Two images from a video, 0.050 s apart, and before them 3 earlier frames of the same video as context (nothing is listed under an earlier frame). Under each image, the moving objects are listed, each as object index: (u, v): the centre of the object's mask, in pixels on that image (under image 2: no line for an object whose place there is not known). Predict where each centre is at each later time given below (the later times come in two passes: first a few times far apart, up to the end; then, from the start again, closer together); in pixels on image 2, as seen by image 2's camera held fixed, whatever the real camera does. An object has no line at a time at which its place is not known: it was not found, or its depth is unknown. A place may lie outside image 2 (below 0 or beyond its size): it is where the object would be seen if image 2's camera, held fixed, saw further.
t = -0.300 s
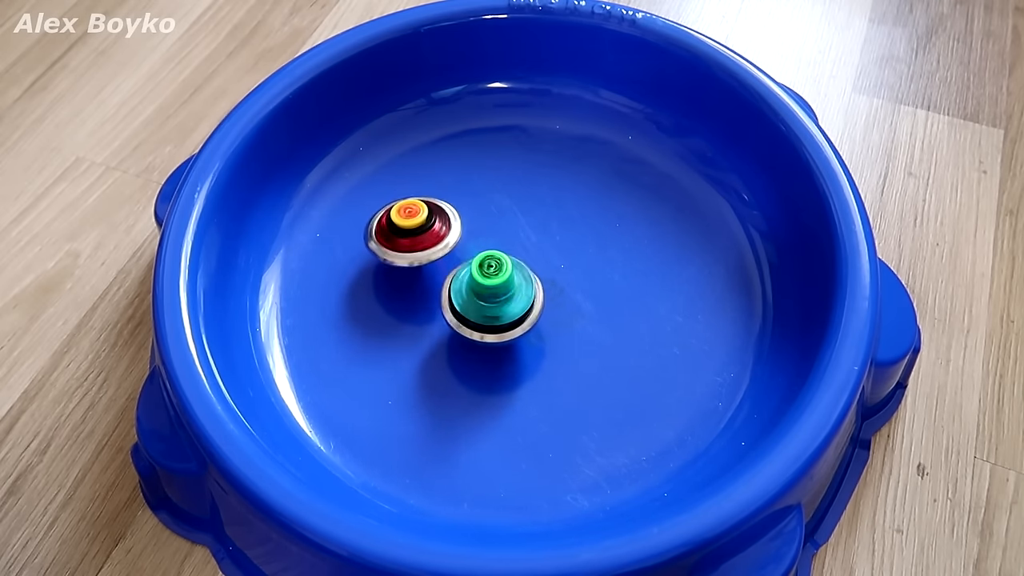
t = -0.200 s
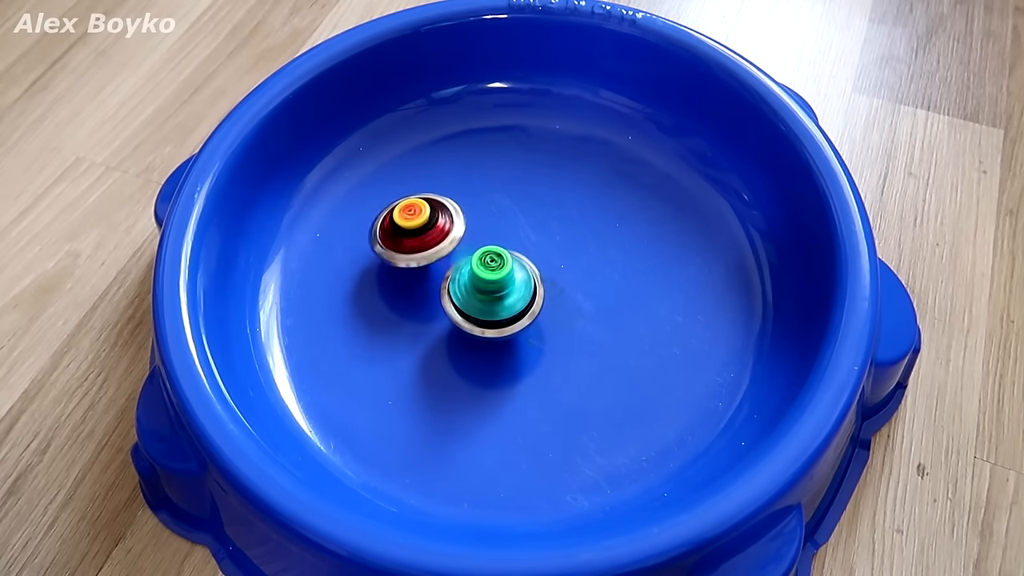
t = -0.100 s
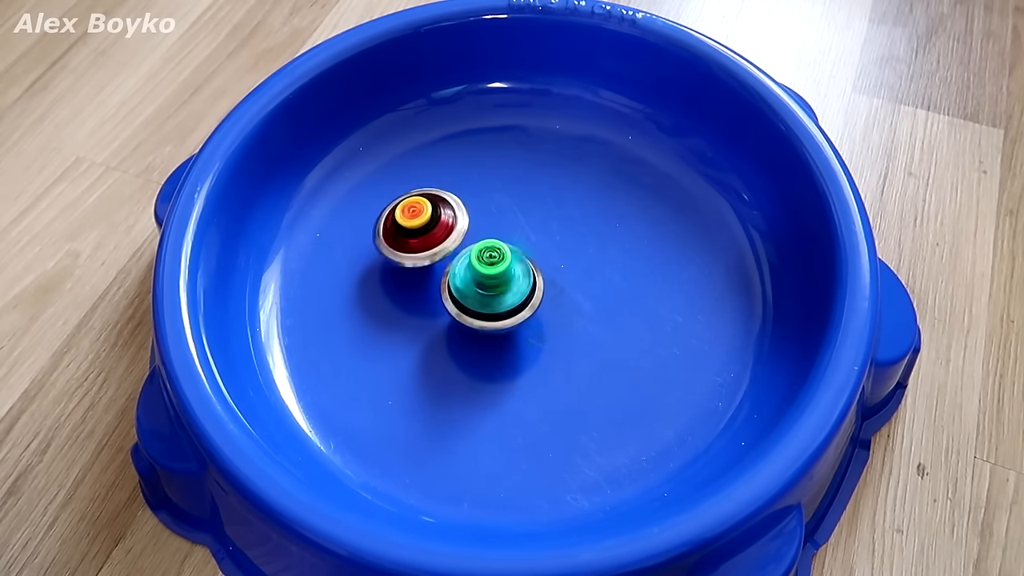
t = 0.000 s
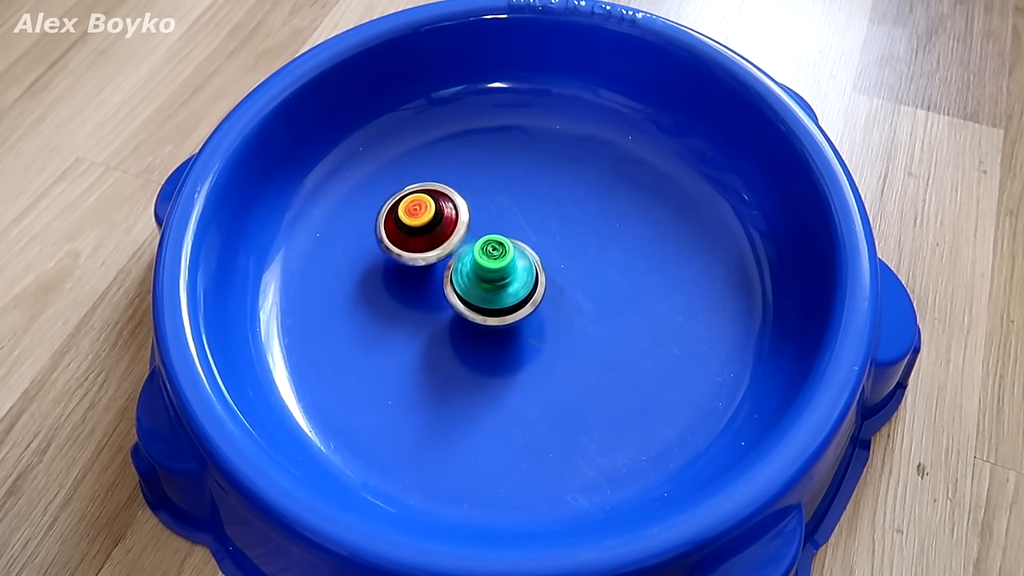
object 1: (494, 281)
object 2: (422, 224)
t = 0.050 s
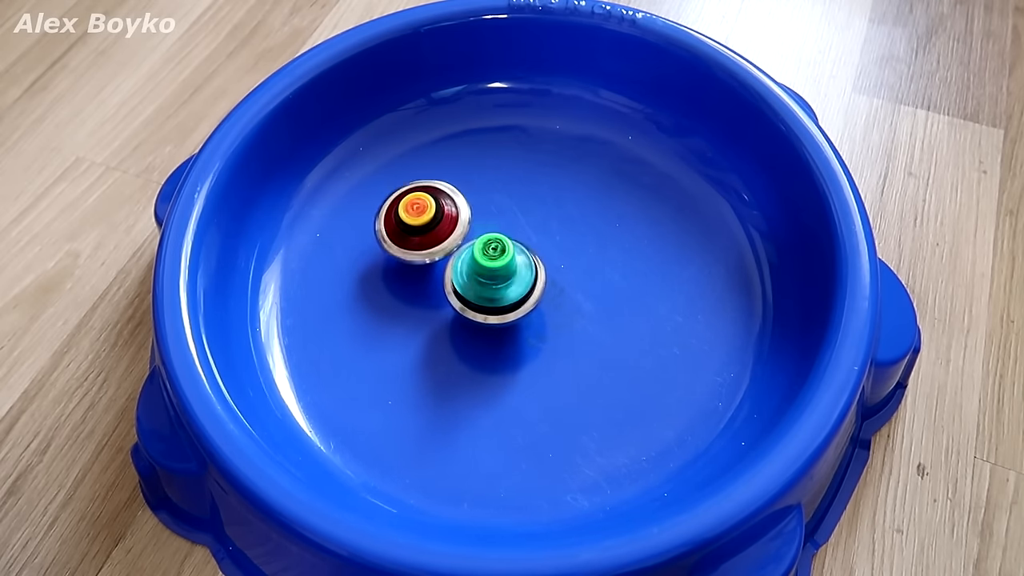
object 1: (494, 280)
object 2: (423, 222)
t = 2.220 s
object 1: (455, 319)
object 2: (475, 213)
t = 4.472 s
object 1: (483, 295)
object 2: (543, 217)
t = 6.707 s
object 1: (487, 294)
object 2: (598, 258)
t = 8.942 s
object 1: (473, 277)
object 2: (610, 321)
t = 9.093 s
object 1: (485, 276)
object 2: (603, 326)
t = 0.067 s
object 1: (494, 278)
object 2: (422, 221)
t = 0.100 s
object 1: (494, 278)
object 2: (421, 220)
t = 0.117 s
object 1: (495, 276)
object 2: (421, 220)
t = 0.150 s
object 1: (495, 275)
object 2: (420, 219)
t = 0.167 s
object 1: (495, 276)
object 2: (420, 219)
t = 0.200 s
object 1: (495, 275)
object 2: (419, 219)
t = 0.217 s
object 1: (496, 276)
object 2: (418, 219)
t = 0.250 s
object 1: (495, 276)
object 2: (418, 219)
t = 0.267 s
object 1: (495, 277)
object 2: (417, 220)
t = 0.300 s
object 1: (495, 277)
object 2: (417, 220)
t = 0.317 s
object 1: (494, 277)
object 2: (418, 221)
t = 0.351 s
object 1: (493, 279)
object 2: (418, 222)
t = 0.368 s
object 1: (493, 279)
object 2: (418, 222)
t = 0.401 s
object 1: (492, 281)
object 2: (419, 223)
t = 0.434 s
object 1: (491, 283)
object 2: (420, 224)
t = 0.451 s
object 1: (491, 283)
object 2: (421, 225)
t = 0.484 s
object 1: (490, 285)
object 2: (423, 225)
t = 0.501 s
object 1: (491, 287)
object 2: (422, 224)
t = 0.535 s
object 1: (490, 288)
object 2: (421, 225)
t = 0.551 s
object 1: (490, 290)
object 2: (424, 227)
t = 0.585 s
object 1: (490, 292)
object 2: (426, 226)
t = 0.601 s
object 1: (489, 294)
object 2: (427, 226)
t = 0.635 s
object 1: (488, 296)
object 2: (429, 226)
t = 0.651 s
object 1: (487, 295)
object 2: (429, 226)
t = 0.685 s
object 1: (486, 299)
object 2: (432, 225)
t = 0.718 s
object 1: (485, 300)
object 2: (433, 225)
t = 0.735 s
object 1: (483, 300)
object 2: (435, 225)
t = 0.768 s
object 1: (481, 304)
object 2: (436, 224)
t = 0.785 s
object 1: (481, 303)
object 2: (437, 224)
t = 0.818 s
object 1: (478, 303)
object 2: (439, 223)
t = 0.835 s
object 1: (478, 305)
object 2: (440, 222)
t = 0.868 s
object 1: (475, 305)
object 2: (441, 221)
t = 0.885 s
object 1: (475, 305)
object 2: (442, 221)
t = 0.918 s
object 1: (472, 306)
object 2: (443, 220)
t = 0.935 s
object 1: (472, 307)
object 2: (443, 219)
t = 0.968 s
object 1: (469, 305)
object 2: (444, 218)
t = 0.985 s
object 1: (468, 306)
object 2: (444, 217)
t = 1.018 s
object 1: (467, 306)
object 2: (445, 216)
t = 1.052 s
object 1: (465, 303)
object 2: (445, 215)
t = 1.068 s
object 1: (464, 304)
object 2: (445, 214)
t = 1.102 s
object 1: (464, 303)
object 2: (445, 214)
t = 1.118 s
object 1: (463, 301)
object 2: (445, 213)
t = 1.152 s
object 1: (462, 301)
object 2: (445, 213)
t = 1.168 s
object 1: (463, 299)
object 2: (445, 213)
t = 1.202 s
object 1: (462, 297)
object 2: (445, 213)
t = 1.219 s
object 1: (463, 296)
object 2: (445, 213)
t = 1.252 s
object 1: (464, 295)
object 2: (445, 213)
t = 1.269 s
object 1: (464, 296)
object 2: (446, 214)
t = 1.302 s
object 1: (465, 295)
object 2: (446, 213)
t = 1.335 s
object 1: (466, 294)
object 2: (445, 214)
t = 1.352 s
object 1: (468, 296)
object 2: (446, 214)
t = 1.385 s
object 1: (469, 295)
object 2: (446, 214)
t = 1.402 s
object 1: (471, 296)
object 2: (446, 215)
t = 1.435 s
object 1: (473, 296)
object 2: (447, 216)
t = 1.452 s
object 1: (474, 296)
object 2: (448, 216)
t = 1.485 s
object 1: (477, 302)
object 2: (447, 211)
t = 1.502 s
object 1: (477, 302)
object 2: (446, 211)
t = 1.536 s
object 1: (479, 304)
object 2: (447, 212)
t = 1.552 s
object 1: (481, 306)
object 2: (448, 212)
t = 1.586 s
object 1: (482, 310)
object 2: (449, 211)
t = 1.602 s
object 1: (482, 312)
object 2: (449, 211)
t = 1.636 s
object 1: (482, 314)
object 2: (450, 211)
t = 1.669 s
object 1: (483, 318)
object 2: (451, 211)
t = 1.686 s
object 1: (483, 320)
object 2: (450, 211)
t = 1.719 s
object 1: (481, 323)
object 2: (451, 211)
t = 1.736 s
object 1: (480, 323)
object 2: (452, 212)
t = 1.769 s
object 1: (479, 327)
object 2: (452, 212)
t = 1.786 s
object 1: (477, 329)
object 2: (453, 211)
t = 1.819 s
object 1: (475, 329)
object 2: (455, 212)
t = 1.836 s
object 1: (474, 331)
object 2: (455, 212)
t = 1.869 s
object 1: (471, 333)
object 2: (457, 212)
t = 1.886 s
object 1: (470, 333)
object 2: (458, 212)
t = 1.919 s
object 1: (467, 334)
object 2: (459, 212)
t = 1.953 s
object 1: (465, 334)
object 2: (461, 213)
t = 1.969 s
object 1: (463, 333)
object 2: (461, 212)
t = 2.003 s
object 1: (460, 333)
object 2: (464, 212)
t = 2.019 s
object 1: (461, 332)
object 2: (464, 213)
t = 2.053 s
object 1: (458, 331)
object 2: (466, 213)
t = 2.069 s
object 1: (458, 330)
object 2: (468, 213)
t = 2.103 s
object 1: (456, 328)
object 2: (469, 213)
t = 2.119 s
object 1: (457, 327)
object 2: (470, 213)
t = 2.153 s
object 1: (455, 324)
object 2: (471, 213)
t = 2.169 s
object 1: (454, 323)
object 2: (472, 213)
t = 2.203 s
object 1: (457, 320)
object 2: (474, 212)
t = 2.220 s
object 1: (455, 319)
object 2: (475, 213)
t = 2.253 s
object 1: (457, 316)
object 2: (477, 213)
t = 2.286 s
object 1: (458, 313)
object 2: (478, 212)
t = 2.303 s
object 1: (459, 312)
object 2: (480, 212)
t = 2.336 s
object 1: (463, 310)
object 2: (481, 212)
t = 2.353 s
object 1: (463, 308)
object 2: (482, 212)
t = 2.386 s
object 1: (467, 307)
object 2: (483, 211)
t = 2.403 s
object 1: (469, 305)
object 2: (484, 211)
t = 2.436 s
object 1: (472, 304)
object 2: (485, 211)
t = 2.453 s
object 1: (474, 303)
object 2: (485, 211)
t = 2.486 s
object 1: (478, 301)
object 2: (486, 211)
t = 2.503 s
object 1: (480, 302)
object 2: (487, 211)
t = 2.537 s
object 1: (485, 301)
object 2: (487, 211)
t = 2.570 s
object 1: (489, 301)
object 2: (488, 210)
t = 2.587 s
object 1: (491, 301)
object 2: (489, 211)
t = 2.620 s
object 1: (496, 302)
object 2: (489, 211)
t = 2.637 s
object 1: (497, 303)
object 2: (490, 211)
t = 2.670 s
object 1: (501, 304)
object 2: (491, 211)
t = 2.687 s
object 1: (503, 304)
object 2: (491, 211)
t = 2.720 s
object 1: (506, 306)
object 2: (492, 211)
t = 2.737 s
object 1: (508, 307)
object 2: (492, 211)
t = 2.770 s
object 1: (511, 309)
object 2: (494, 211)
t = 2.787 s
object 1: (512, 310)
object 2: (494, 211)
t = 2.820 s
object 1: (514, 312)
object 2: (494, 211)
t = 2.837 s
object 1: (515, 314)
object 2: (496, 212)
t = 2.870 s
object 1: (515, 317)
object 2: (497, 213)
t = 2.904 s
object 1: (517, 319)
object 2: (498, 212)
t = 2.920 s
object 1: (517, 319)
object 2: (499, 213)
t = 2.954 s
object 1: (518, 322)
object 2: (500, 213)
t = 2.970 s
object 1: (517, 322)
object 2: (502, 213)
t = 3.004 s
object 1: (515, 324)
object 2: (503, 213)
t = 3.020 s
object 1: (515, 324)
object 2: (503, 213)
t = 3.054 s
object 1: (513, 325)
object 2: (505, 214)
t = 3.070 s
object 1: (513, 325)
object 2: (507, 214)
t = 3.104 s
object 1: (511, 324)
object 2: (508, 214)
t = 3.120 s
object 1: (511, 325)
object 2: (509, 213)
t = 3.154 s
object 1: (508, 324)
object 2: (511, 214)
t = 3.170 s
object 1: (508, 324)
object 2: (512, 214)
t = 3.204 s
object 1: (503, 323)
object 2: (514, 214)
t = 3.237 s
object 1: (501, 320)
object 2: (516, 214)
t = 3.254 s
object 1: (501, 320)
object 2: (517, 214)
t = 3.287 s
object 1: (497, 317)
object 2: (518, 214)
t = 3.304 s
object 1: (498, 317)
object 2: (519, 213)
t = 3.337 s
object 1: (496, 313)
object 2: (521, 213)
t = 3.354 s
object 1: (494, 312)
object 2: (521, 214)
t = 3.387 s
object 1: (494, 309)
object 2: (522, 213)
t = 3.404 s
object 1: (492, 308)
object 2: (523, 214)
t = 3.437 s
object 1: (492, 305)
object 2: (524, 214)
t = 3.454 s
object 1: (492, 302)
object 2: (524, 214)
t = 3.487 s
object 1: (491, 300)
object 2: (526, 214)
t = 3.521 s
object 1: (493, 296)
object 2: (527, 214)
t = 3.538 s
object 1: (492, 294)
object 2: (527, 214)
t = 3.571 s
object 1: (493, 295)
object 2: (527, 210)
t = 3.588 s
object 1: (492, 294)
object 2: (527, 209)
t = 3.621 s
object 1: (494, 293)
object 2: (525, 208)
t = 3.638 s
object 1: (496, 293)
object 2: (525, 208)
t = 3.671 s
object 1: (496, 293)
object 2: (526, 208)
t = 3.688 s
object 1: (498, 293)
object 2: (526, 207)
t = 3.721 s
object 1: (498, 294)
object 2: (525, 207)
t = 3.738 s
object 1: (499, 294)
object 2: (525, 207)
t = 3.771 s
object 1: (499, 293)
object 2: (525, 207)
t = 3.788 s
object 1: (500, 296)
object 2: (524, 208)
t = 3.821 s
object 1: (501, 296)
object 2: (524, 209)
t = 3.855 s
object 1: (501, 295)
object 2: (524, 209)
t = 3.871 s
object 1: (501, 297)
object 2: (524, 211)
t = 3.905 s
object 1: (501, 296)
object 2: (524, 212)
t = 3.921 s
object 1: (500, 297)
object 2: (525, 213)
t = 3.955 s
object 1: (501, 299)
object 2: (525, 214)
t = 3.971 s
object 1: (500, 298)
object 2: (526, 214)
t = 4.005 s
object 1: (499, 299)
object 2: (527, 215)
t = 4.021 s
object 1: (499, 298)
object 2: (527, 215)
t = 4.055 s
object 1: (498, 299)
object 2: (529, 216)
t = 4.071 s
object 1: (498, 299)
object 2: (528, 217)
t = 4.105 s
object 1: (496, 299)
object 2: (530, 217)
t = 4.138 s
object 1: (495, 300)
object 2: (532, 218)
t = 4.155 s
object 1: (495, 300)
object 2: (531, 218)
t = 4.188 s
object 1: (493, 300)
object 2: (533, 218)
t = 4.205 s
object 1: (492, 300)
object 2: (533, 219)
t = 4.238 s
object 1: (491, 299)
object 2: (534, 219)
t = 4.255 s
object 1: (490, 300)
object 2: (535, 219)
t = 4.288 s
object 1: (489, 299)
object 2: (537, 219)
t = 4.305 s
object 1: (489, 300)
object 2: (538, 219)
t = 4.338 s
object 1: (487, 298)
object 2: (539, 219)
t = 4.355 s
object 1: (488, 299)
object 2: (539, 219)
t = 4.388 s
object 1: (485, 298)
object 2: (541, 219)
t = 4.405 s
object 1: (484, 297)
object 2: (541, 218)
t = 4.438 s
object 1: (484, 296)
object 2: (542, 218)
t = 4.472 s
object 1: (483, 295)
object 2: (543, 217)
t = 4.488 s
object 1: (483, 295)
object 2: (543, 217)
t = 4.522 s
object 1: (482, 293)
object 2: (543, 216)
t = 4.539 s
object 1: (481, 292)
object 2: (543, 216)
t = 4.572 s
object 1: (482, 292)
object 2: (543, 216)
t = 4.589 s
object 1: (481, 290)
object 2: (542, 216)
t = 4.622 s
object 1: (480, 290)
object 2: (542, 216)
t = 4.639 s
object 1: (480, 288)
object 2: (542, 217)
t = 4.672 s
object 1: (479, 287)
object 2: (541, 218)
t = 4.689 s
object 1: (479, 287)
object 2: (541, 218)
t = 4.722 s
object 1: (479, 286)
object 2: (541, 218)
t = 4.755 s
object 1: (477, 288)
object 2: (545, 213)
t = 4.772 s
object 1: (475, 286)
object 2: (546, 211)
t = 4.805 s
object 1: (475, 289)
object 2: (545, 211)
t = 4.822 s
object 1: (473, 290)
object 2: (546, 212)
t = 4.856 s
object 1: (471, 289)
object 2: (547, 213)
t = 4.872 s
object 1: (471, 291)
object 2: (547, 213)
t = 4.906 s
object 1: (468, 292)
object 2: (547, 213)
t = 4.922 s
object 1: (468, 292)
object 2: (548, 214)
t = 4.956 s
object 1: (466, 293)
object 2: (549, 214)
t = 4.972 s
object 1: (466, 294)
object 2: (549, 214)
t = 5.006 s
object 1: (464, 294)
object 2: (549, 216)
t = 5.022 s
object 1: (463, 295)
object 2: (549, 215)
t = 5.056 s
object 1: (462, 295)
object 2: (551, 216)
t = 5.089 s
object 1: (460, 295)
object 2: (552, 218)
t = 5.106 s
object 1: (461, 296)
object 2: (552, 218)
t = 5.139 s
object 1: (459, 296)
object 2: (554, 219)
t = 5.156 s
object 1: (459, 297)
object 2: (553, 219)
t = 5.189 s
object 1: (459, 297)
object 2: (555, 221)
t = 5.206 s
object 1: (458, 297)
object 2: (555, 222)
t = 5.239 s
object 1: (459, 297)
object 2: (556, 222)
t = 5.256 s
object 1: (458, 297)
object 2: (557, 223)
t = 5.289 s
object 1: (459, 298)
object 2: (558, 224)
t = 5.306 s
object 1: (459, 297)
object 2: (560, 225)
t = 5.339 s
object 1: (459, 299)
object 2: (561, 225)
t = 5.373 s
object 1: (462, 299)
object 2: (562, 226)
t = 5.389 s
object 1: (461, 299)
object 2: (563, 226)
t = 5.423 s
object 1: (464, 300)
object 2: (565, 228)
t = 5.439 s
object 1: (464, 299)
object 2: (566, 228)
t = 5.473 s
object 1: (465, 301)
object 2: (567, 228)
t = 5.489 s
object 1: (466, 300)
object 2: (568, 229)
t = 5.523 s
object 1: (467, 302)
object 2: (569, 229)
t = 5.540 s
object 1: (469, 302)
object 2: (570, 229)
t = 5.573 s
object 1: (471, 302)
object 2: (571, 230)
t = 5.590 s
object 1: (472, 303)
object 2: (571, 230)
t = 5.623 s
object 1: (474, 304)
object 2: (572, 231)
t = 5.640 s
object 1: (476, 305)
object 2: (572, 232)
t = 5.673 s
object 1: (477, 305)
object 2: (573, 232)
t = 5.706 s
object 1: (480, 306)
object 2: (574, 233)
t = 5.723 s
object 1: (480, 307)
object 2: (573, 233)
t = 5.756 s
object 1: (482, 308)
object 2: (575, 233)
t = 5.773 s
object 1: (483, 309)
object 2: (575, 234)
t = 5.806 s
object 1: (485, 310)
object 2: (575, 234)
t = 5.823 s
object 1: (486, 311)
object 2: (575, 236)
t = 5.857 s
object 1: (487, 311)
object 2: (575, 237)
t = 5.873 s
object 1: (488, 312)
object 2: (576, 237)
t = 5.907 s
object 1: (489, 313)
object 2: (576, 239)
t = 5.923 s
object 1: (490, 314)
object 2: (576, 239)
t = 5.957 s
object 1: (491, 315)
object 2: (577, 241)
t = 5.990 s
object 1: (491, 314)
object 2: (577, 242)
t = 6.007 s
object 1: (493, 315)
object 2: (578, 243)
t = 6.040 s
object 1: (493, 315)
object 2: (579, 245)
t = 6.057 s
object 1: (494, 316)
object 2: (578, 244)
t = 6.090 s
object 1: (494, 316)
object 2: (580, 246)
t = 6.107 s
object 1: (495, 317)
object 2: (580, 247)
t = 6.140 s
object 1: (495, 316)
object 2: (581, 248)
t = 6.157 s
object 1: (495, 315)
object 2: (581, 248)
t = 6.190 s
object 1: (496, 315)
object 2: (582, 250)
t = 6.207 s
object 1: (495, 314)
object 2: (583, 251)
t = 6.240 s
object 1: (497, 314)
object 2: (584, 252)
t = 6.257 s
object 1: (496, 313)
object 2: (585, 253)
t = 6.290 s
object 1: (496, 312)
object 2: (585, 253)
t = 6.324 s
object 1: (496, 311)
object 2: (586, 254)
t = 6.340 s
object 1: (495, 309)
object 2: (587, 255)
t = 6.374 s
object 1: (496, 309)
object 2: (588, 256)
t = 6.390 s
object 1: (495, 306)
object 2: (589, 257)
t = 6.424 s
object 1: (495, 306)
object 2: (589, 257)
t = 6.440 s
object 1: (496, 305)
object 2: (590, 258)
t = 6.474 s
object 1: (496, 303)
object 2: (590, 259)
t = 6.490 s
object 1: (496, 302)
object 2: (591, 259)
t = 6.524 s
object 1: (496, 301)
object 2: (591, 260)
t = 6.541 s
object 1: (496, 300)
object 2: (591, 260)
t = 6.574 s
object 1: (497, 298)
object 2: (591, 261)
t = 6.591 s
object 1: (497, 297)
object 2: (591, 261)
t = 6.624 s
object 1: (493, 295)
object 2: (598, 258)
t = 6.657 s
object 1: (491, 296)
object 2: (597, 257)
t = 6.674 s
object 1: (491, 295)
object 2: (597, 257)
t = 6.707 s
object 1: (487, 294)
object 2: (598, 258)
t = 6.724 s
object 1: (487, 292)
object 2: (598, 258)
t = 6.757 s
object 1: (485, 293)
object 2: (598, 259)
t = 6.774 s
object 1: (484, 292)
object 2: (598, 259)
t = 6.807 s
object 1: (482, 289)
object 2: (598, 259)
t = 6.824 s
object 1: (481, 290)
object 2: (598, 260)
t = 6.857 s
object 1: (479, 287)
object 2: (597, 261)
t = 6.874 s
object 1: (481, 287)
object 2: (596, 262)
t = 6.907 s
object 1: (479, 286)
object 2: (596, 263)
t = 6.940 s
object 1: (477, 284)
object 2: (595, 264)
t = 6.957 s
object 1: (478, 283)
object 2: (595, 265)
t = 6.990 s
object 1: (477, 282)
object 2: (594, 266)
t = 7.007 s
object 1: (477, 281)
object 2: (593, 267)
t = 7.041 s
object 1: (477, 280)
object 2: (593, 269)
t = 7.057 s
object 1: (478, 280)
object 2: (593, 270)
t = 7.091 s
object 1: (478, 278)
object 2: (594, 270)
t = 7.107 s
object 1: (479, 278)
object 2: (593, 271)
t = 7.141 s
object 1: (479, 277)
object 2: (593, 272)
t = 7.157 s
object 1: (481, 278)
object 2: (593, 273)
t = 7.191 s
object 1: (480, 277)
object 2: (594, 274)
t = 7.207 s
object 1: (482, 278)
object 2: (593, 274)
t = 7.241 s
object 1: (482, 278)
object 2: (594, 276)
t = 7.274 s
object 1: (482, 278)
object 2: (595, 276)
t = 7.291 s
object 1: (483, 279)
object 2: (595, 277)
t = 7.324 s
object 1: (484, 279)
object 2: (595, 279)
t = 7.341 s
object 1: (485, 280)
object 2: (596, 279)
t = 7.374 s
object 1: (485, 281)
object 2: (597, 280)
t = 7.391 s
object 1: (486, 282)
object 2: (598, 280)
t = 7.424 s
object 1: (486, 283)
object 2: (599, 281)
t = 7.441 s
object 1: (487, 284)
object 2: (599, 281)
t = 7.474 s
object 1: (486, 286)
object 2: (600, 282)
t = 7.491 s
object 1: (487, 287)
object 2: (600, 282)
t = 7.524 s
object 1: (486, 288)
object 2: (600, 282)
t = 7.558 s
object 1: (485, 290)
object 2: (600, 284)
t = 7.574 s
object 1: (485, 291)
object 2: (600, 283)
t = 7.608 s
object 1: (484, 292)
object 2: (600, 284)
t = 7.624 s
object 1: (484, 294)
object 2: (599, 284)
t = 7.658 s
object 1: (482, 295)
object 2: (598, 285)
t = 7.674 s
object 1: (482, 297)
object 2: (598, 286)
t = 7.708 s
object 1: (480, 298)
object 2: (597, 286)
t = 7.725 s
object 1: (480, 298)
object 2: (597, 287)
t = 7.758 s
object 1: (478, 299)
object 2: (597, 288)
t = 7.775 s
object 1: (476, 301)
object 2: (596, 289)
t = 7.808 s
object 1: (475, 300)
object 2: (596, 290)
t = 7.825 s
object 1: (474, 302)
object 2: (595, 291)
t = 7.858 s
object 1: (473, 301)
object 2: (595, 292)
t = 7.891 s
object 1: (472, 301)
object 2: (595, 293)
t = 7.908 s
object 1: (472, 302)
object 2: (594, 294)
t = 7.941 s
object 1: (470, 301)
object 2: (594, 295)
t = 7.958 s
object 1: (470, 302)
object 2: (594, 296)
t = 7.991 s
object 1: (468, 301)
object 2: (594, 297)
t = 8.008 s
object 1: (469, 302)
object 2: (594, 298)
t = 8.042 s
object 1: (467, 301)
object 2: (594, 298)
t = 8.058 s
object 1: (468, 301)
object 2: (594, 299)
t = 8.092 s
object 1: (467, 300)
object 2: (594, 300)
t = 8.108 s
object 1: (468, 300)
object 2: (595, 301)
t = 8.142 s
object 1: (468, 299)
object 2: (595, 303)
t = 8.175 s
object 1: (468, 298)
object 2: (596, 303)
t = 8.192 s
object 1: (469, 298)
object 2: (597, 304)
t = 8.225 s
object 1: (470, 297)
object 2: (597, 304)
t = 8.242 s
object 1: (471, 297)
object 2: (598, 305)
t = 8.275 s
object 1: (472, 297)
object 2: (598, 305)
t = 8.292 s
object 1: (474, 297)
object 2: (599, 306)
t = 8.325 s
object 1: (475, 296)
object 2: (598, 306)
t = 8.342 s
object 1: (477, 297)
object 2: (598, 306)
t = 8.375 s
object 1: (477, 297)
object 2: (598, 307)
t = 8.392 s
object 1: (479, 297)
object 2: (598, 307)
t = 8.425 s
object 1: (480, 297)
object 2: (597, 308)
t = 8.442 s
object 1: (482, 298)
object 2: (597, 308)
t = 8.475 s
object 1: (483, 298)
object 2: (595, 308)
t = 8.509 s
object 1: (485, 299)
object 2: (594, 310)
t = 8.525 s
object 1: (486, 300)
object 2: (594, 310)
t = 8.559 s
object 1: (481, 298)
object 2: (602, 312)
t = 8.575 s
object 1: (480, 297)
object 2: (606, 313)
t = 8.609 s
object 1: (481, 294)
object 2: (612, 313)
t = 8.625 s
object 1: (480, 298)
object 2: (612, 312)
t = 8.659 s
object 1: (475, 297)
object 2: (611, 314)
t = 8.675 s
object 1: (473, 294)
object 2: (612, 315)
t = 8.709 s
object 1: (471, 291)
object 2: (612, 316)
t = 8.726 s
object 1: (472, 292)
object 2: (612, 316)
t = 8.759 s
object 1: (468, 290)
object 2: (613, 317)
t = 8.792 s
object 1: (467, 288)
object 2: (613, 318)
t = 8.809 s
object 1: (468, 284)
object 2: (612, 318)
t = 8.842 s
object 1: (468, 284)
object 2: (612, 319)
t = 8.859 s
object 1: (469, 282)
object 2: (611, 319)
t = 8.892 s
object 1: (469, 281)
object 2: (611, 320)
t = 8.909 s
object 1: (471, 278)
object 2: (611, 320)
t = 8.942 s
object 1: (473, 277)
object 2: (610, 321)
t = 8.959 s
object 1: (474, 277)
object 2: (609, 321)
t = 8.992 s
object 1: (476, 276)
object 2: (608, 322)
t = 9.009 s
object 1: (478, 275)
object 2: (607, 323)
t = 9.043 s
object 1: (481, 275)
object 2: (605, 324)
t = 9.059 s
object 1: (483, 275)
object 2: (604, 325)
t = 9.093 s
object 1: (485, 276)
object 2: (603, 326)
